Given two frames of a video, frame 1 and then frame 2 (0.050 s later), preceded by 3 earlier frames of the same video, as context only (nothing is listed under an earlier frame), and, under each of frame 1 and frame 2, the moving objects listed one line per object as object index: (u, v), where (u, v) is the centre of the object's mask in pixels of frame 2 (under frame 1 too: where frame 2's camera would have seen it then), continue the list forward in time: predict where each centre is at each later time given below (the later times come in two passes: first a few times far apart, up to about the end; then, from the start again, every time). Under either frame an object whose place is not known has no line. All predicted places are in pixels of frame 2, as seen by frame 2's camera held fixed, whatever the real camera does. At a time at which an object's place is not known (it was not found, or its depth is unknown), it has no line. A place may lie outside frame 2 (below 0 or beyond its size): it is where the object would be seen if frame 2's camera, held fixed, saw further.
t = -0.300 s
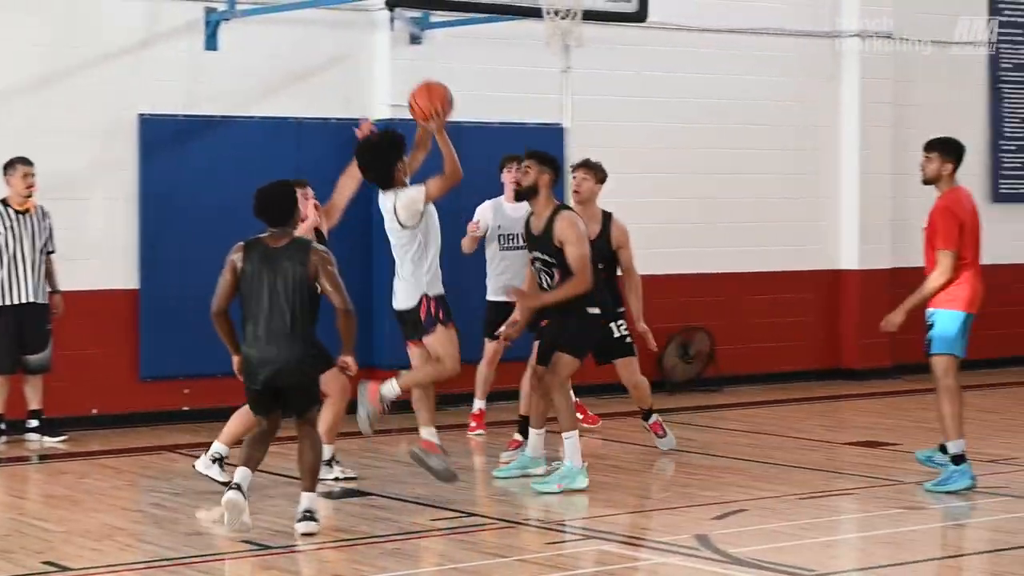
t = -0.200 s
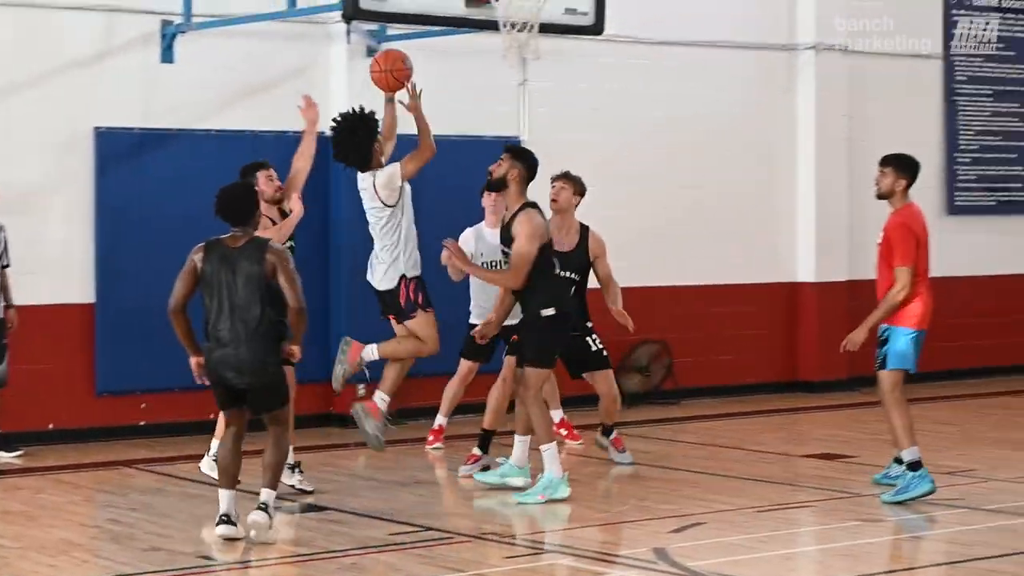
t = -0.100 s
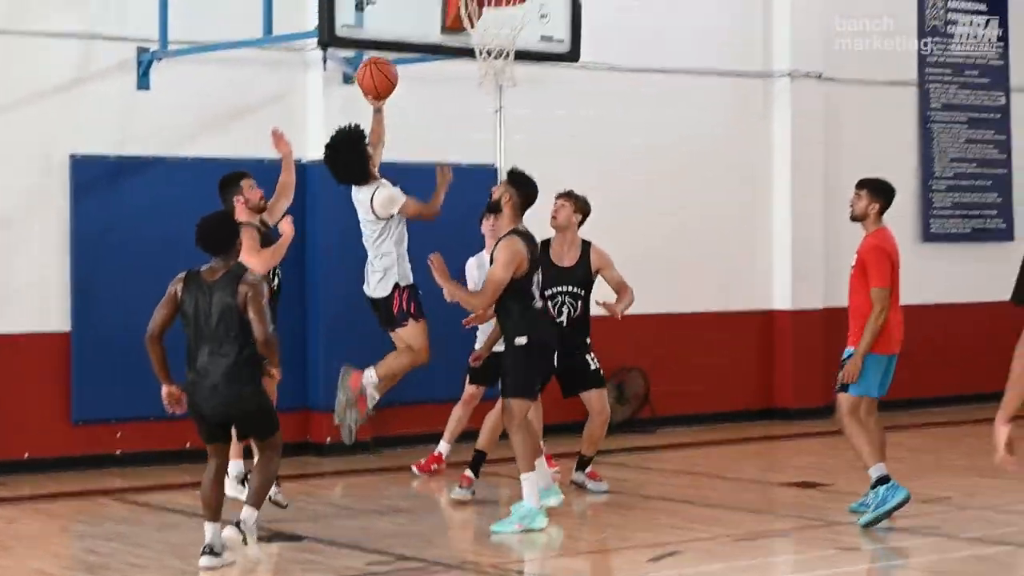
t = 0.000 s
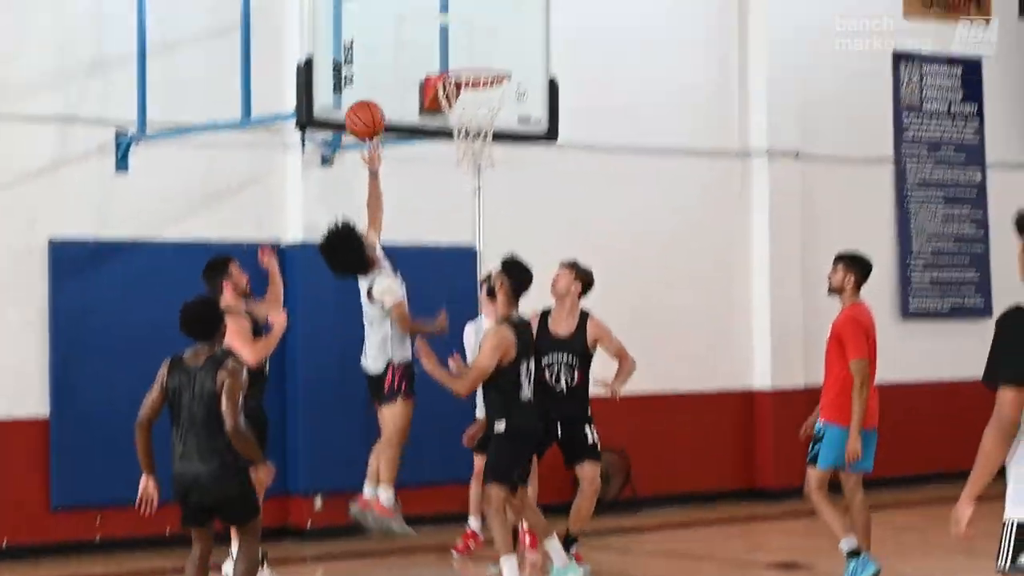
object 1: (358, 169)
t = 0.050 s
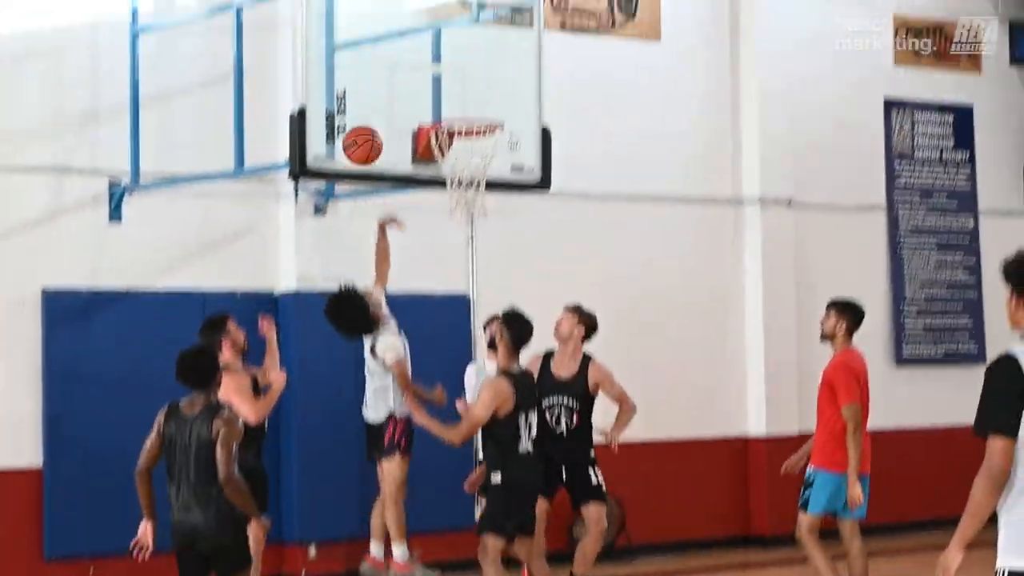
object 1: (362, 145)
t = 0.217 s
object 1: (377, 98)
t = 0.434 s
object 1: (426, 72)
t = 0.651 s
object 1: (471, 105)
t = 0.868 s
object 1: (475, 131)
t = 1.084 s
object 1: (452, 191)
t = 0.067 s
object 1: (364, 138)
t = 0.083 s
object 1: (365, 132)
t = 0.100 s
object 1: (366, 126)
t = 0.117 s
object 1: (368, 121)
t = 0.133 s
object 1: (369, 116)
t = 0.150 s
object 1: (371, 111)
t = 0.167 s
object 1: (372, 107)
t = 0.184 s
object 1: (374, 104)
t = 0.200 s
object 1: (375, 101)
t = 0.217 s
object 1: (377, 98)
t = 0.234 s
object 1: (380, 93)
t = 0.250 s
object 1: (383, 89)
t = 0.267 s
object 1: (387, 85)
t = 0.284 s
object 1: (391, 82)
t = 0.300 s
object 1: (395, 79)
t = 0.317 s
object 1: (399, 77)
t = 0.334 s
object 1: (403, 75)
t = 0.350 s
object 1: (407, 73)
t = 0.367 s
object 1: (410, 72)
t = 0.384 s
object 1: (414, 71)
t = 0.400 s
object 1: (418, 71)
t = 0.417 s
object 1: (422, 71)
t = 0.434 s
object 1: (426, 72)
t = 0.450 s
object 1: (430, 73)
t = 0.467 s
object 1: (434, 75)
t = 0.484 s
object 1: (438, 76)
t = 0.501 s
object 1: (442, 79)
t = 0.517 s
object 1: (446, 82)
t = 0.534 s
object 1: (450, 85)
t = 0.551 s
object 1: (455, 89)
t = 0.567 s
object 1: (459, 93)
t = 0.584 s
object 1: (463, 98)
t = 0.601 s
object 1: (467, 103)
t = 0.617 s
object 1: (469, 105)
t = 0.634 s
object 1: (470, 105)
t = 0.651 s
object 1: (471, 105)
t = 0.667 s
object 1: (472, 105)
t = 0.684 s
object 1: (473, 106)
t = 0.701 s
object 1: (474, 107)
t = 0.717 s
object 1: (476, 108)
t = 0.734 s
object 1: (477, 109)
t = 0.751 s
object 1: (478, 111)
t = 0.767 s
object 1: (479, 111)
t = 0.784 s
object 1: (481, 112)
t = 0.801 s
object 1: (481, 124)
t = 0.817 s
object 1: (481, 125)
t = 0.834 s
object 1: (479, 127)
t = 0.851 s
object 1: (477, 129)
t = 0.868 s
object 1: (475, 131)
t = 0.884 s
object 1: (474, 134)
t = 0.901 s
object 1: (472, 137)
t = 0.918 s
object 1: (468, 141)
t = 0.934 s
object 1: (467, 145)
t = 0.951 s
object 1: (466, 148)
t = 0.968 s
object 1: (464, 154)
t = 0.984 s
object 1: (461, 158)
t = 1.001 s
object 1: (460, 165)
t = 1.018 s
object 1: (458, 171)
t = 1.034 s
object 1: (456, 176)
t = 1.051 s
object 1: (454, 181)
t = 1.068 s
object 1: (454, 187)
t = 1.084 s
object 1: (452, 191)
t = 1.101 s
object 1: (450, 196)
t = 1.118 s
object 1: (449, 200)
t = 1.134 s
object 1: (447, 209)
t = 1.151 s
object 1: (447, 214)
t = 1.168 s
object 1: (447, 220)
